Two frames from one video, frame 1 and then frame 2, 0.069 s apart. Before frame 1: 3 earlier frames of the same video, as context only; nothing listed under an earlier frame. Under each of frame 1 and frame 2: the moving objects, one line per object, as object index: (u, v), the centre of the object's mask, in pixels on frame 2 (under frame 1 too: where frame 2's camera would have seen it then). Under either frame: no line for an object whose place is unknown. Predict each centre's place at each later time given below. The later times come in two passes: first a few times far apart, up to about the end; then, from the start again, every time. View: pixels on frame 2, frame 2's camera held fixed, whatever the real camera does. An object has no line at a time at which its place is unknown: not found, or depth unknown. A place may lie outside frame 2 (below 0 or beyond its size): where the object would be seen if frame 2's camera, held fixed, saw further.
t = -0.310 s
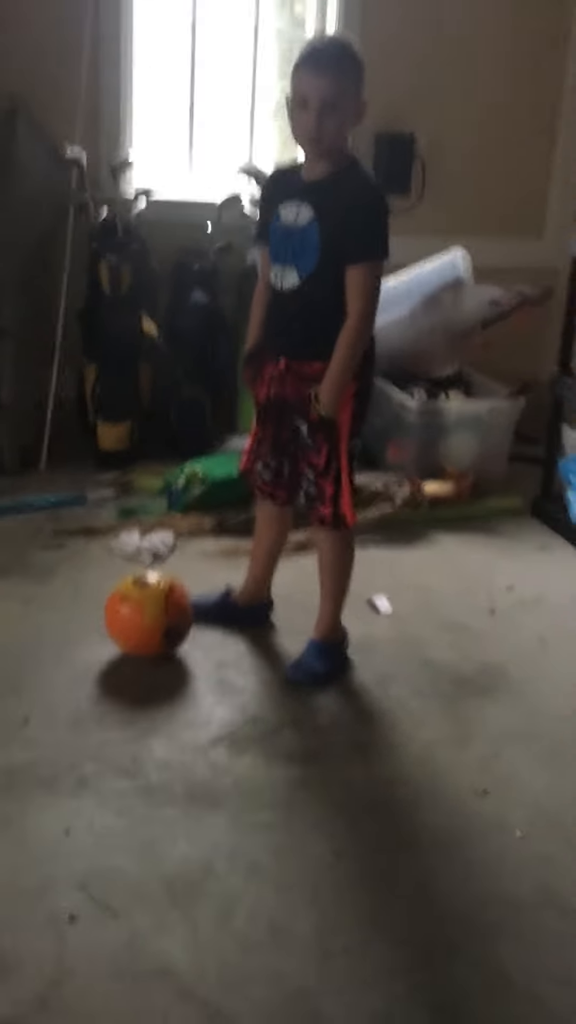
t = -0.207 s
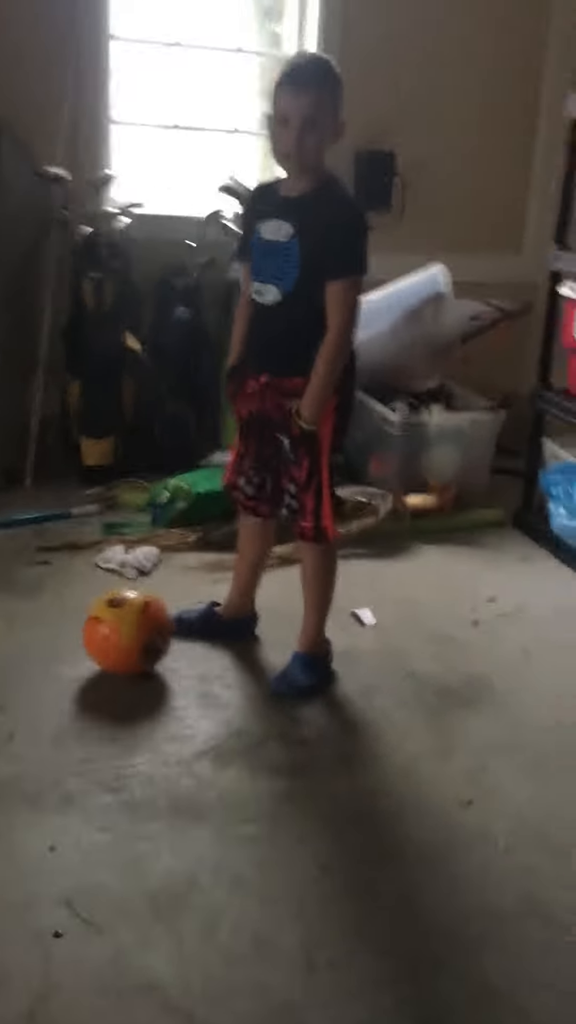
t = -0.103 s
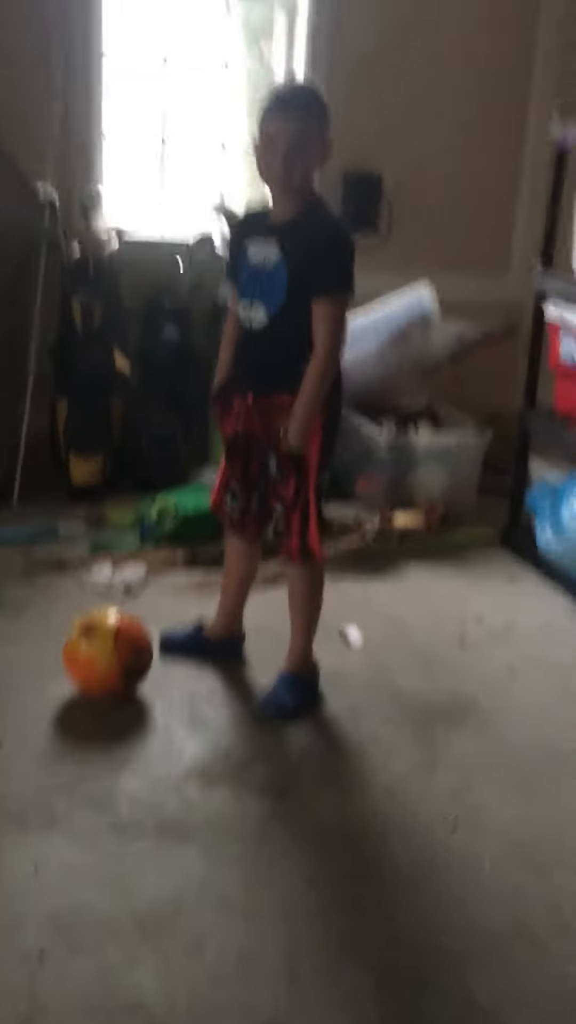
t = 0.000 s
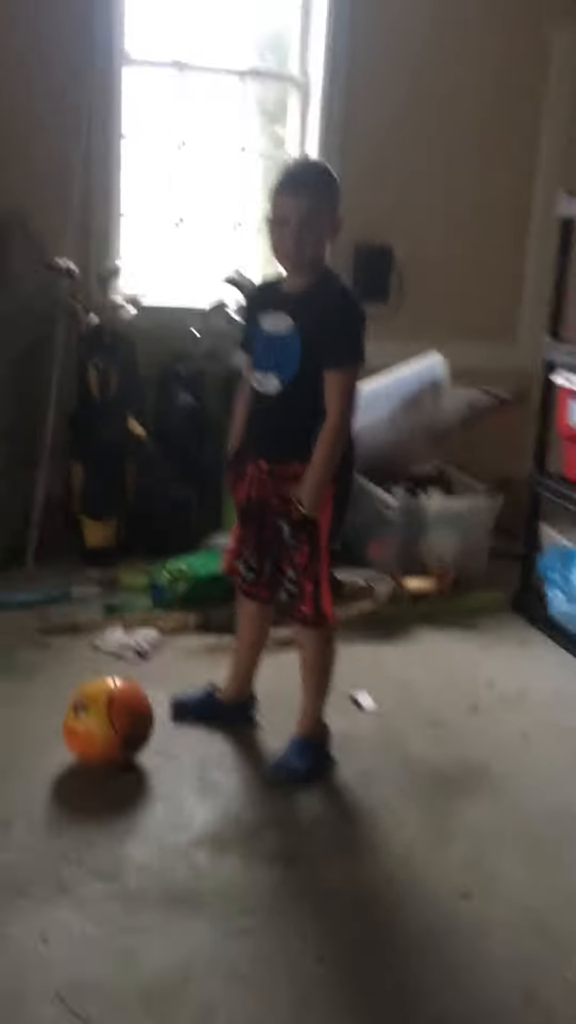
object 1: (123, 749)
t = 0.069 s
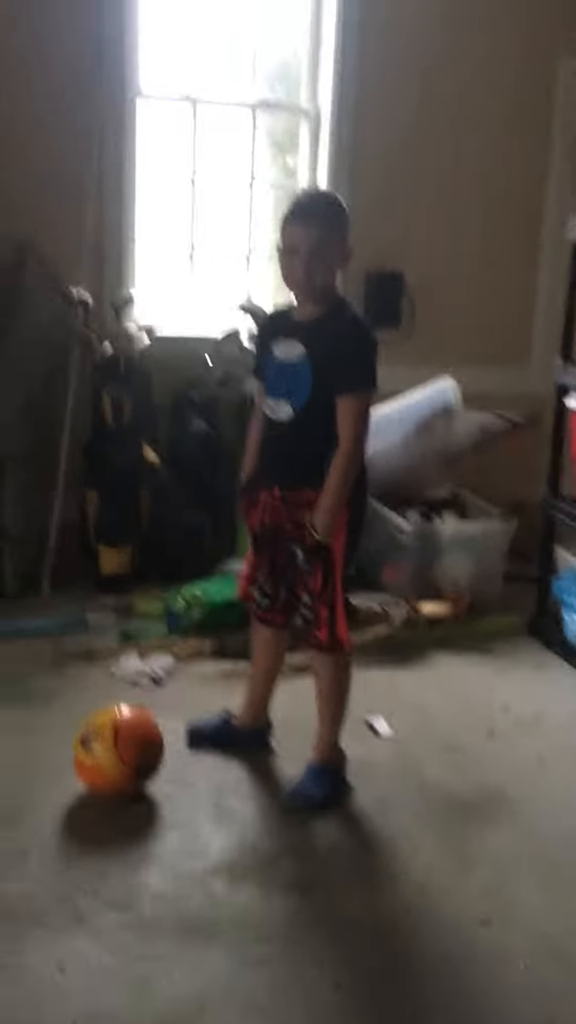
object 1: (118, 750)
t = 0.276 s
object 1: (105, 754)
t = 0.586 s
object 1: (89, 760)
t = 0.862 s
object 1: (80, 766)
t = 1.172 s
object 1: (79, 773)
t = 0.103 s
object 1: (116, 751)
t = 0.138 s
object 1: (113, 752)
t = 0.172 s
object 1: (110, 753)
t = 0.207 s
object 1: (108, 753)
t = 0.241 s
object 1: (106, 754)
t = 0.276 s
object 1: (105, 754)
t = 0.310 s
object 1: (102, 755)
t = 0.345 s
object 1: (100, 756)
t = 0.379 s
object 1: (97, 756)
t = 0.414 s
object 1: (97, 757)
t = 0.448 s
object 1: (94, 758)
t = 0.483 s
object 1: (93, 757)
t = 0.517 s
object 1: (92, 759)
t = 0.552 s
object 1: (90, 759)
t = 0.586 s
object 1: (89, 760)
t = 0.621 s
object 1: (87, 761)
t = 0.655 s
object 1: (86, 762)
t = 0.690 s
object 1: (85, 762)
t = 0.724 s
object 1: (84, 763)
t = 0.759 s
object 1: (82, 763)
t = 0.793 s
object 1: (82, 764)
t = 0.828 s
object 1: (81, 765)
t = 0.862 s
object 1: (80, 766)
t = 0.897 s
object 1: (79, 766)
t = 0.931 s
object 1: (79, 767)
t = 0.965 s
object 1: (78, 769)
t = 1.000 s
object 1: (78, 769)
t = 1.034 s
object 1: (78, 770)
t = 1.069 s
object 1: (78, 771)
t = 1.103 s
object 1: (78, 771)
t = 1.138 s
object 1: (78, 772)
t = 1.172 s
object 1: (79, 773)
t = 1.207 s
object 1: (78, 774)
